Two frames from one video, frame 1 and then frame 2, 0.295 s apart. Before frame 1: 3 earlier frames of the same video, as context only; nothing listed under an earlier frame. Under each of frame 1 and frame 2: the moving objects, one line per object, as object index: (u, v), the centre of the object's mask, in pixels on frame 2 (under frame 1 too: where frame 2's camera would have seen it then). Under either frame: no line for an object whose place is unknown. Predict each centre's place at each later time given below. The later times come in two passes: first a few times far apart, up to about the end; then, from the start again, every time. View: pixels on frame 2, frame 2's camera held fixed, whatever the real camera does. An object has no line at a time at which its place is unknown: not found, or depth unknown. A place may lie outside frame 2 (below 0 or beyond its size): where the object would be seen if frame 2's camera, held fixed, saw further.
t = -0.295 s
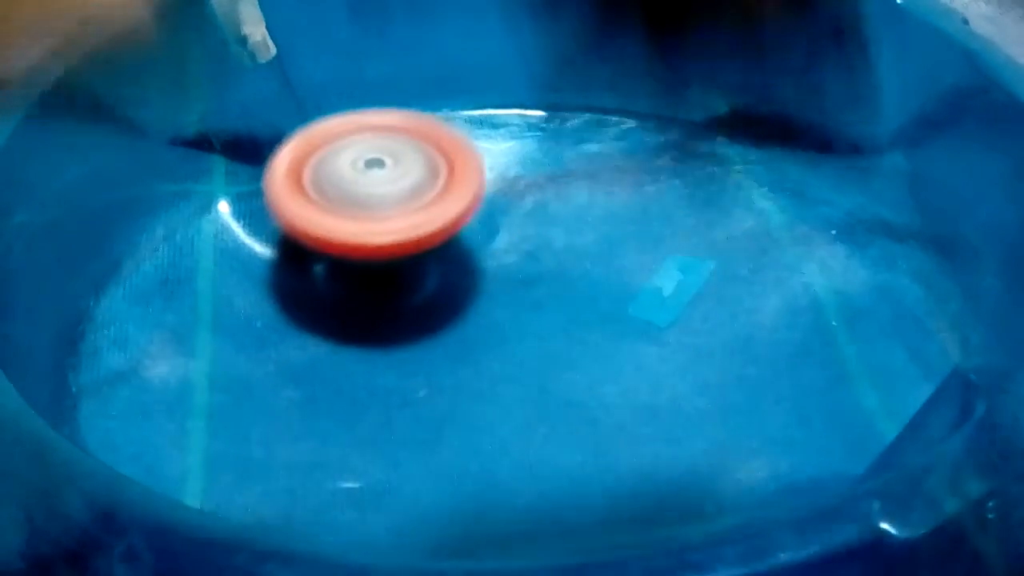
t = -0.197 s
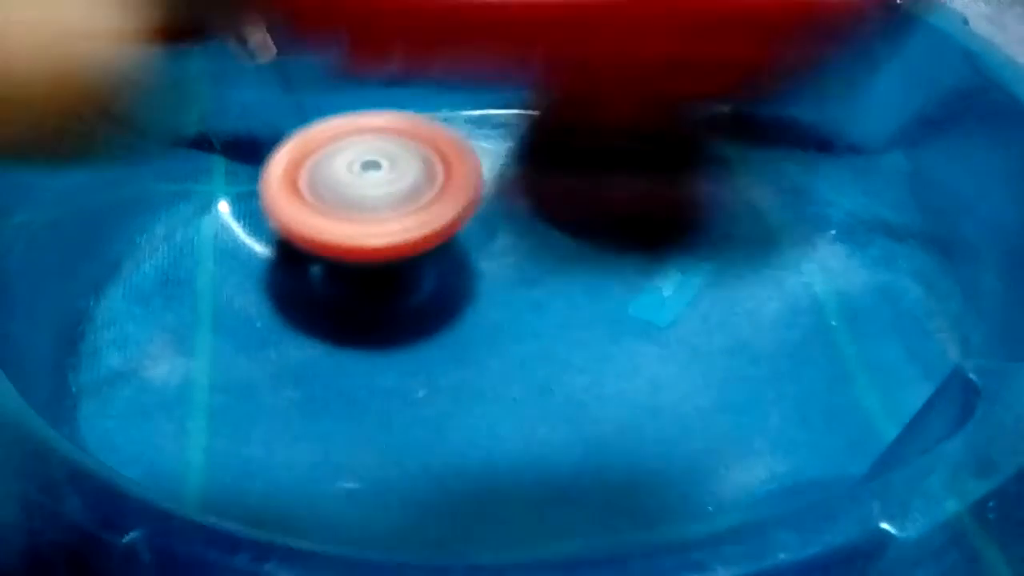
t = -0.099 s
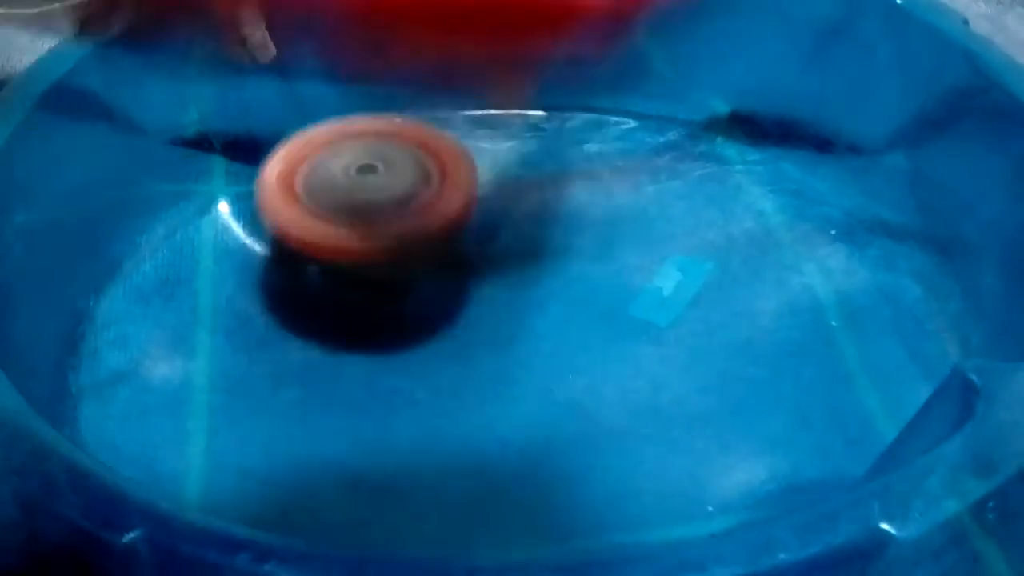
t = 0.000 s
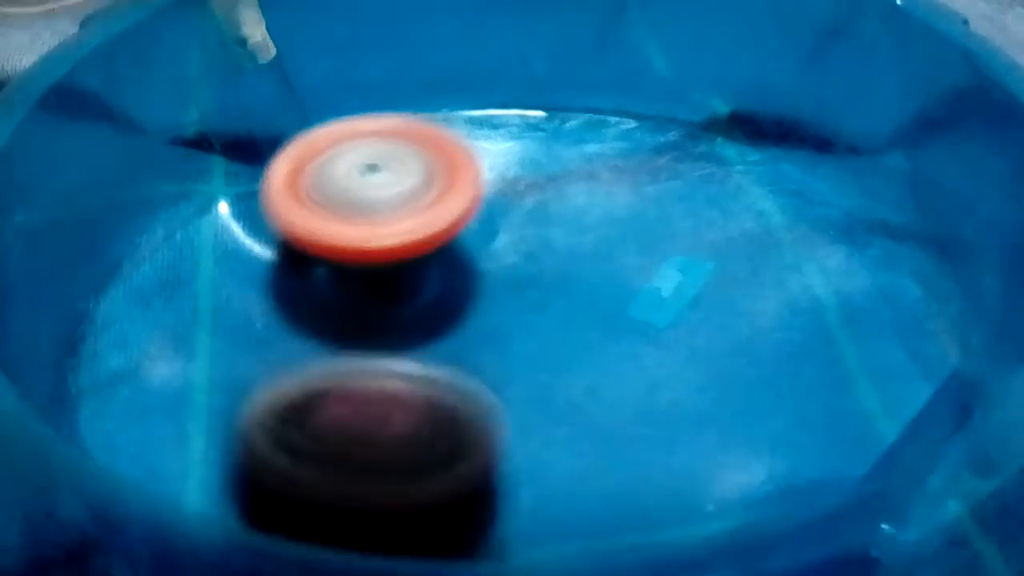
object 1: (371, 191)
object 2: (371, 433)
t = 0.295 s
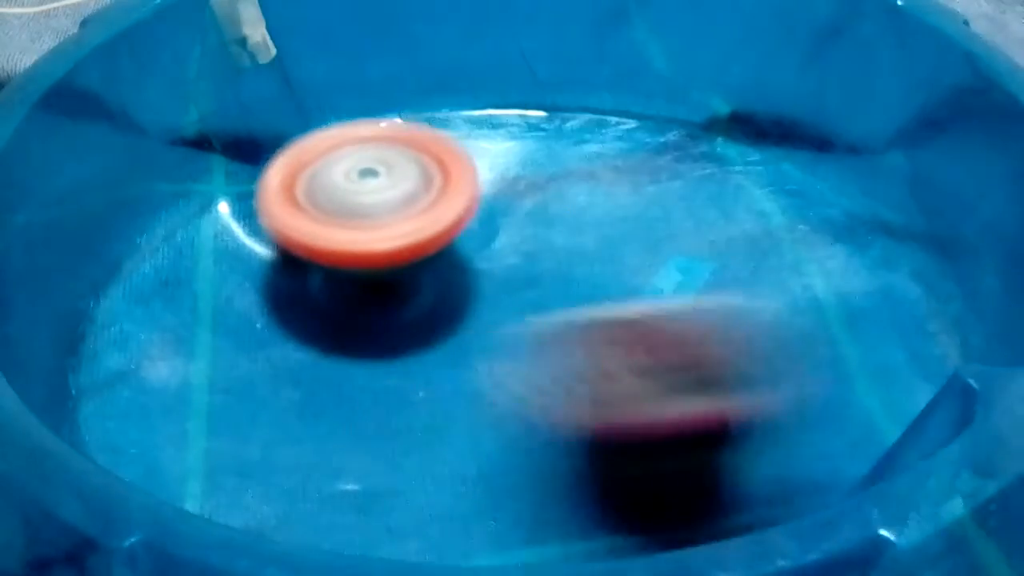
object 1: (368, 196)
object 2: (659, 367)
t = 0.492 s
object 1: (375, 191)
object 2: (841, 354)
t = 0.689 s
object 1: (359, 196)
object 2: (654, 381)
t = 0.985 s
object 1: (367, 193)
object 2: (698, 279)
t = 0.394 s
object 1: (376, 193)
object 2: (811, 355)
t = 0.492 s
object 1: (375, 191)
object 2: (841, 354)
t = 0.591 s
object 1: (364, 191)
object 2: (741, 369)
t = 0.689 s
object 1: (359, 196)
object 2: (654, 381)
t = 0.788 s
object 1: (365, 197)
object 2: (629, 368)
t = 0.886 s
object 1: (370, 195)
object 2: (654, 325)
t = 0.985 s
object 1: (367, 193)
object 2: (698, 279)
